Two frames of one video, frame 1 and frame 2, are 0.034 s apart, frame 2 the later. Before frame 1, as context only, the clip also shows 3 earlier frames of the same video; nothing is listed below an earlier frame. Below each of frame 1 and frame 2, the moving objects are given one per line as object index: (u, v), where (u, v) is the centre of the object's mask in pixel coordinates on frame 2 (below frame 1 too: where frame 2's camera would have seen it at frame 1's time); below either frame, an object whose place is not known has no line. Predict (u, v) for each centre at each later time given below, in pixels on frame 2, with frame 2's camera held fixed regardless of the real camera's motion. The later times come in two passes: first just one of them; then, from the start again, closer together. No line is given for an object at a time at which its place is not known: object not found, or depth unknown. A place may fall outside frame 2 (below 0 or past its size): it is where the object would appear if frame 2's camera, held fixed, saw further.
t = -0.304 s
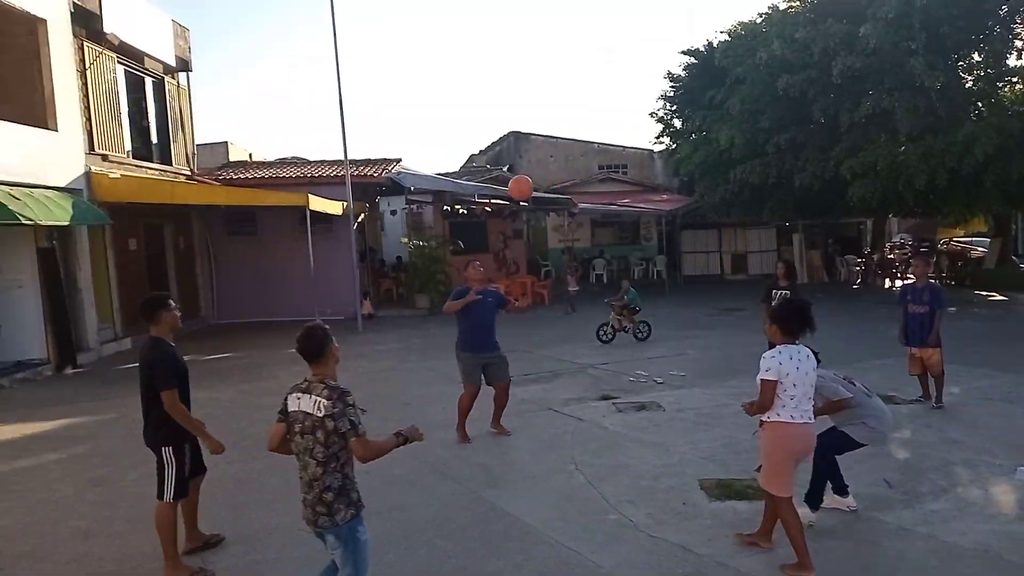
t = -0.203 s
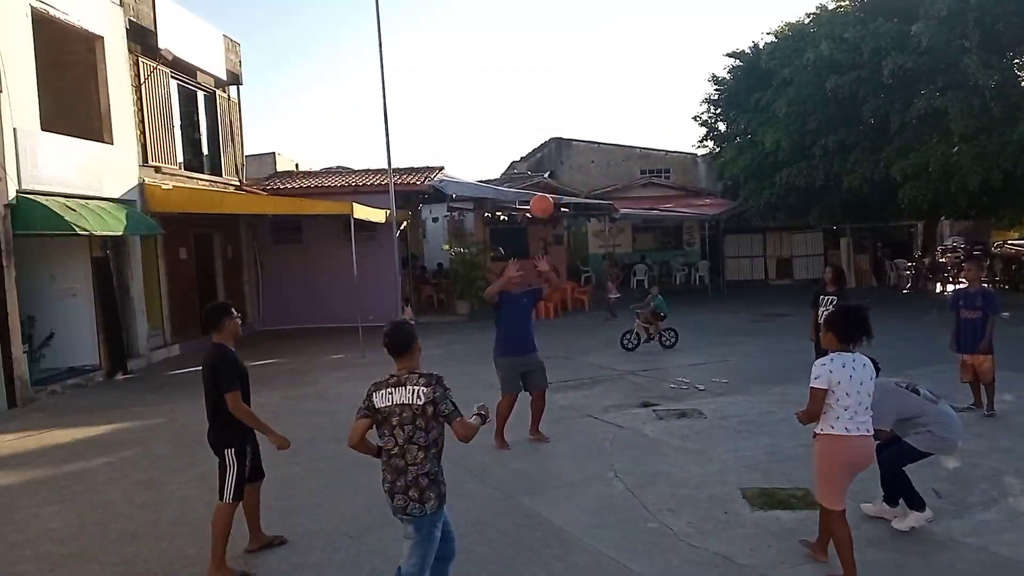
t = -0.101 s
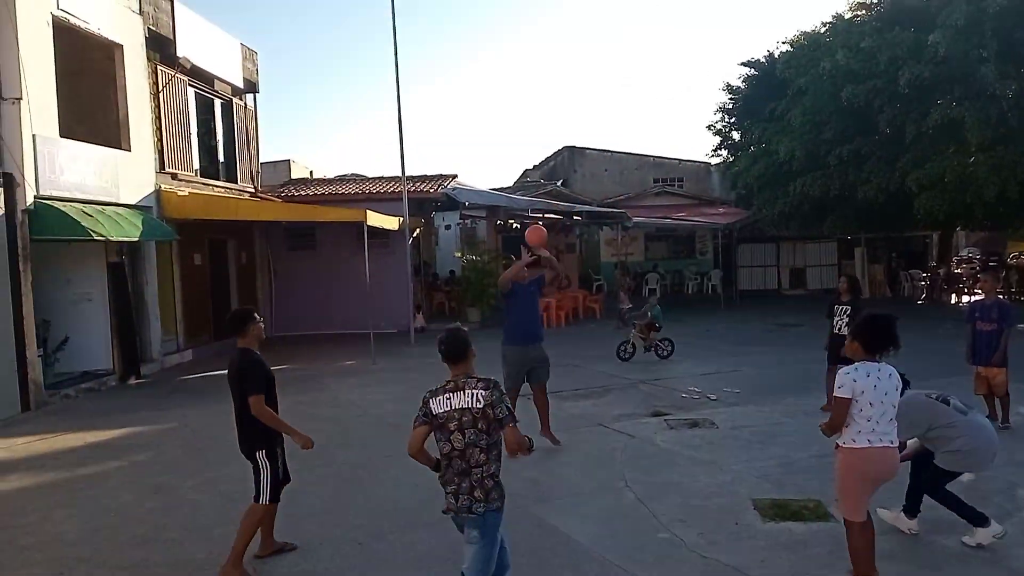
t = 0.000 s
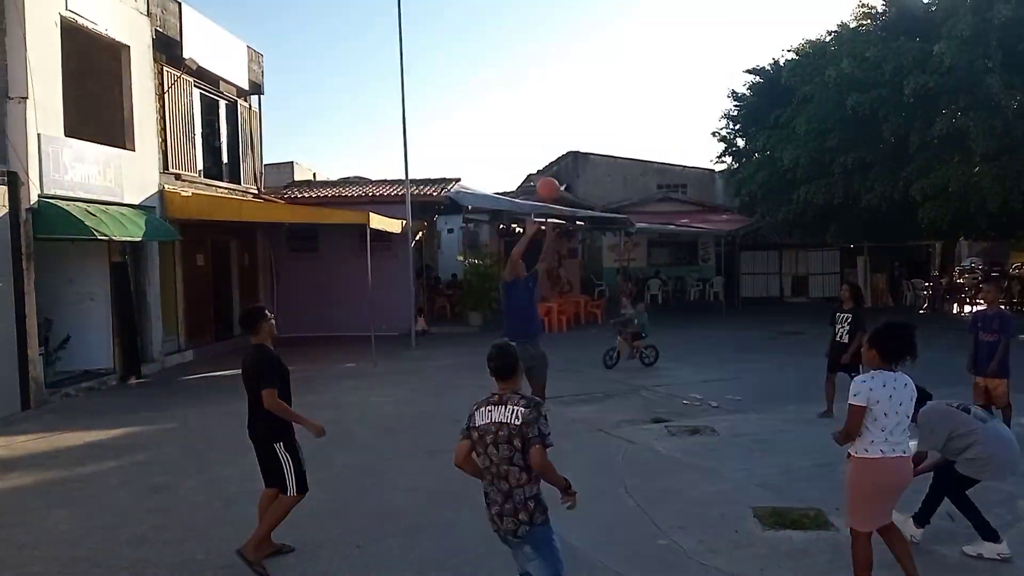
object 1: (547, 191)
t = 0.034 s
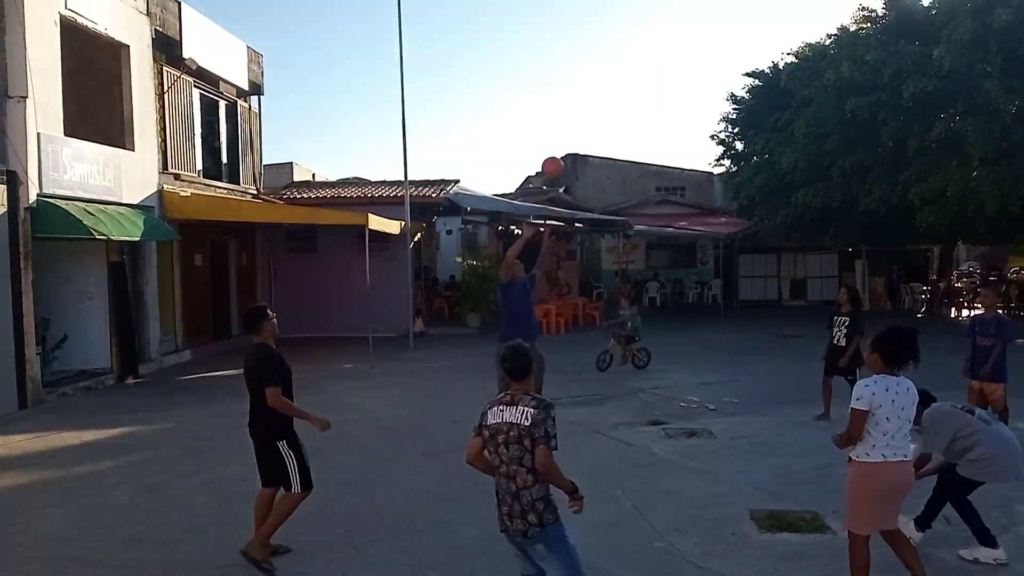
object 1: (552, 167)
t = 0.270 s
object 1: (592, 35)
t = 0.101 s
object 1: (564, 124)
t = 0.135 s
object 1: (570, 103)
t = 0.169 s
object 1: (576, 84)
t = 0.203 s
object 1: (581, 66)
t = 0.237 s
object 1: (586, 50)
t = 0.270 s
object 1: (592, 35)
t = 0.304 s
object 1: (597, 20)
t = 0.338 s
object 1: (602, 7)
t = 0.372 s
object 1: (607, -1)
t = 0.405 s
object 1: (614, -9)
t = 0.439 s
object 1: (620, -20)
